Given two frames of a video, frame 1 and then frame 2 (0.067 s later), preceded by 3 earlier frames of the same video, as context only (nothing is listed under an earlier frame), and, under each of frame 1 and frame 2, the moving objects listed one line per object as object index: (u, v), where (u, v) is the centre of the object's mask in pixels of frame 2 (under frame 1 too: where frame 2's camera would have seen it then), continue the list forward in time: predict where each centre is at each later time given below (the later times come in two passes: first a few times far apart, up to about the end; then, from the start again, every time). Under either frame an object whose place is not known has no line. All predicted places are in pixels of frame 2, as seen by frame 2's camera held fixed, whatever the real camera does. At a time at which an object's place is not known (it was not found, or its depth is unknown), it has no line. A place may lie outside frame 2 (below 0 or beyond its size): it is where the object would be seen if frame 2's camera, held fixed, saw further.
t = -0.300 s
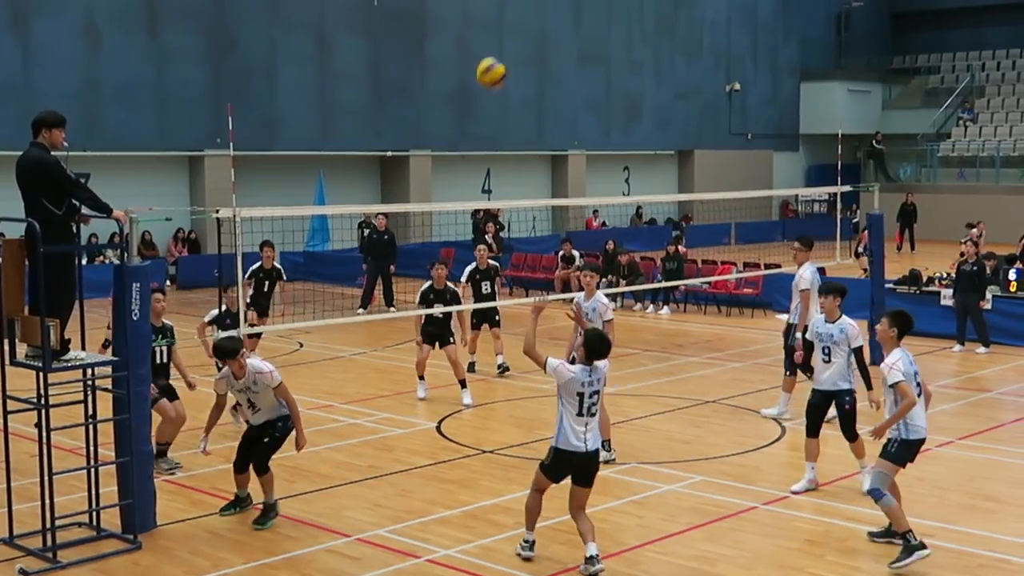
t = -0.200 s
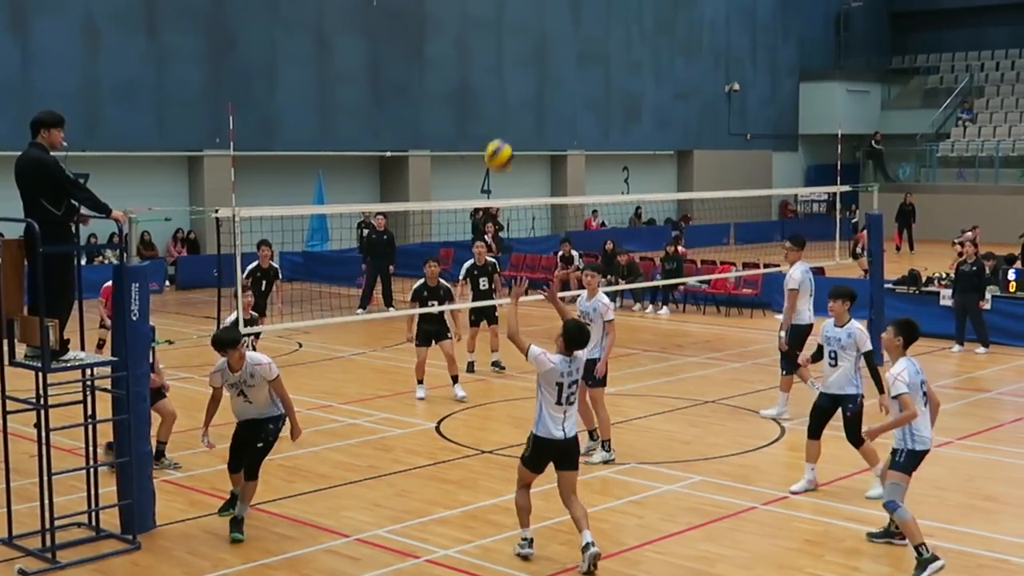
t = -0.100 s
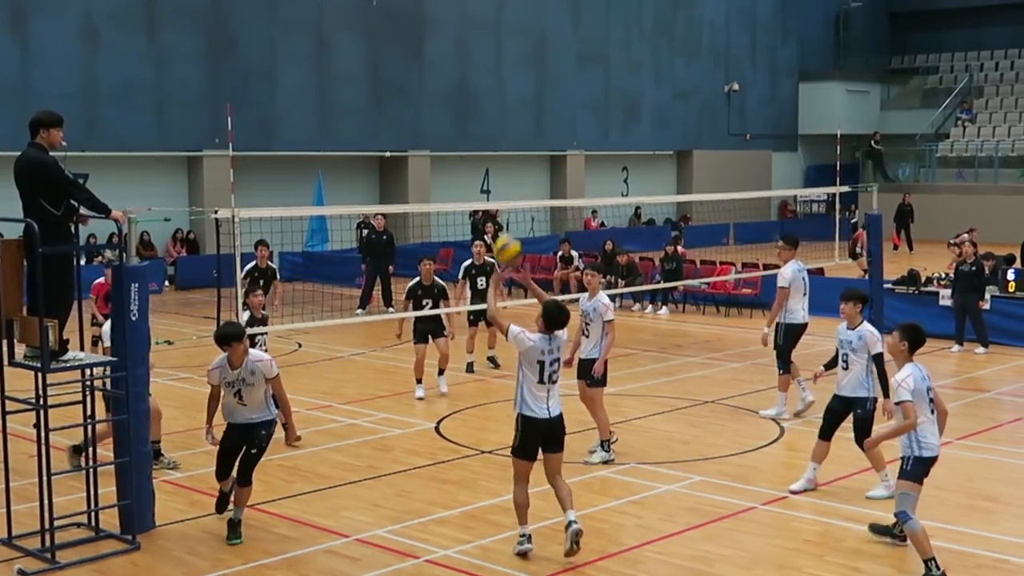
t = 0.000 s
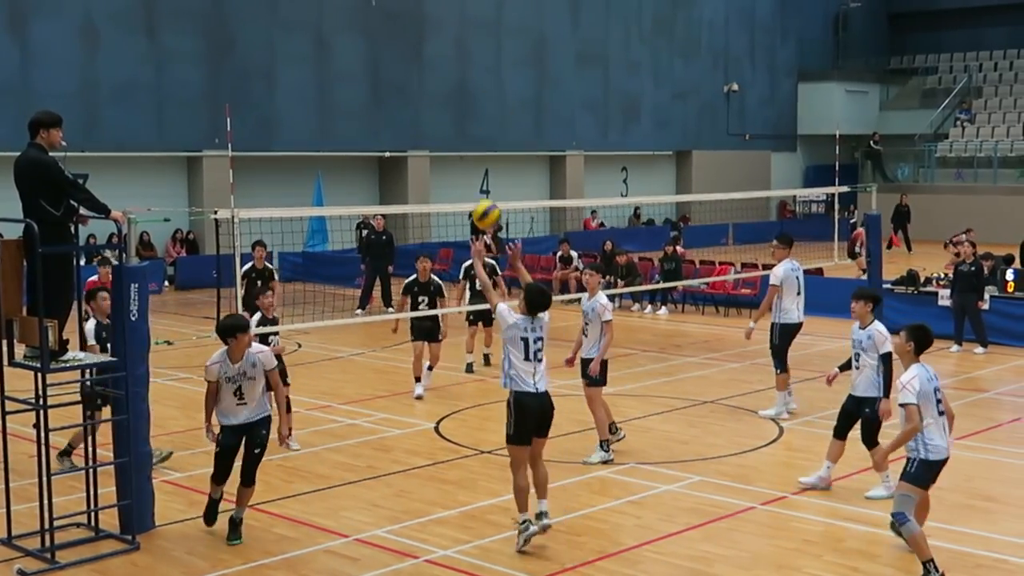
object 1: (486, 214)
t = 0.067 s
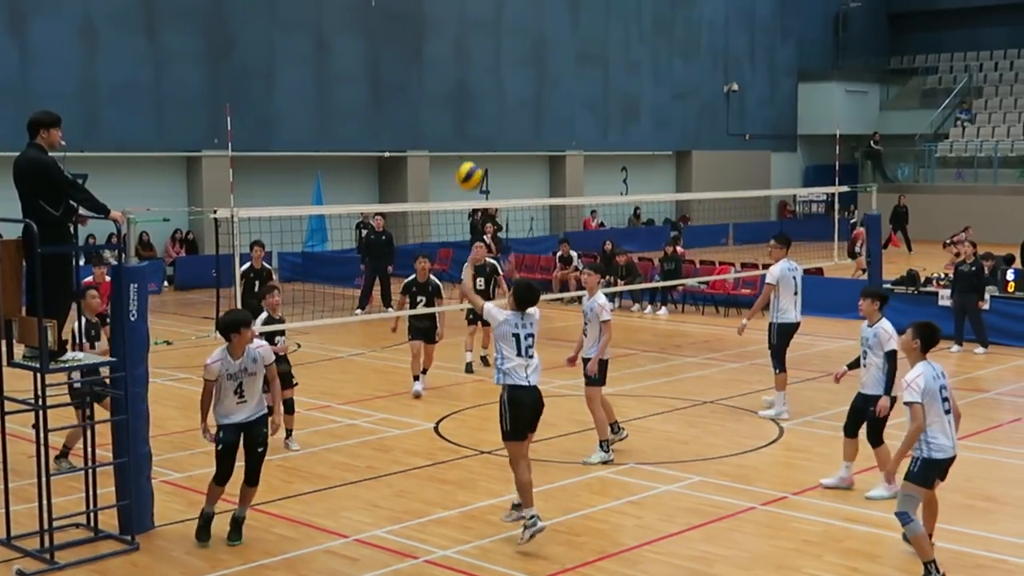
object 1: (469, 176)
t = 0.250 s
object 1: (427, 109)
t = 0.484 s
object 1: (383, 93)
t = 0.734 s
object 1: (343, 142)
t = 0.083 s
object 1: (466, 167)
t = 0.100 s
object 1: (461, 160)
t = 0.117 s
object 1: (457, 152)
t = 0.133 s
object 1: (453, 145)
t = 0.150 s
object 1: (449, 139)
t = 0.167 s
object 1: (445, 133)
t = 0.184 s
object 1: (441, 127)
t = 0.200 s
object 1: (438, 122)
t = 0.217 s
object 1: (434, 117)
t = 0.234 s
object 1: (431, 113)
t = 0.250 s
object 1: (427, 109)
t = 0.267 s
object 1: (424, 106)
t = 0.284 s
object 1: (420, 103)
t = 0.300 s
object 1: (417, 100)
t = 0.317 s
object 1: (414, 97)
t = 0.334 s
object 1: (410, 95)
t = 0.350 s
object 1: (407, 94)
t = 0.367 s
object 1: (404, 92)
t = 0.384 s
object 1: (401, 91)
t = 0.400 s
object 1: (398, 91)
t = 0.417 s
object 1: (394, 91)
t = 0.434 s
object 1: (391, 91)
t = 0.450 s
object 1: (388, 91)
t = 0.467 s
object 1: (385, 92)
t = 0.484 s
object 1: (383, 93)
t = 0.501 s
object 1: (379, 94)
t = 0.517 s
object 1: (377, 96)
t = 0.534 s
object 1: (374, 98)
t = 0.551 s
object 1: (371, 100)
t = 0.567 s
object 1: (368, 102)
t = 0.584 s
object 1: (366, 105)
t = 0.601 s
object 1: (363, 108)
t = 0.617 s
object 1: (360, 112)
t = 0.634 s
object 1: (358, 115)
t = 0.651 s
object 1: (355, 119)
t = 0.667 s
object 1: (353, 123)
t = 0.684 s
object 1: (350, 127)
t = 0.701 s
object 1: (348, 132)
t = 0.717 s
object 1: (345, 137)
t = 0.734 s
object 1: (343, 142)
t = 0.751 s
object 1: (341, 147)
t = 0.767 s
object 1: (338, 153)
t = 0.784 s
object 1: (335, 159)
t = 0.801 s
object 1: (333, 165)
